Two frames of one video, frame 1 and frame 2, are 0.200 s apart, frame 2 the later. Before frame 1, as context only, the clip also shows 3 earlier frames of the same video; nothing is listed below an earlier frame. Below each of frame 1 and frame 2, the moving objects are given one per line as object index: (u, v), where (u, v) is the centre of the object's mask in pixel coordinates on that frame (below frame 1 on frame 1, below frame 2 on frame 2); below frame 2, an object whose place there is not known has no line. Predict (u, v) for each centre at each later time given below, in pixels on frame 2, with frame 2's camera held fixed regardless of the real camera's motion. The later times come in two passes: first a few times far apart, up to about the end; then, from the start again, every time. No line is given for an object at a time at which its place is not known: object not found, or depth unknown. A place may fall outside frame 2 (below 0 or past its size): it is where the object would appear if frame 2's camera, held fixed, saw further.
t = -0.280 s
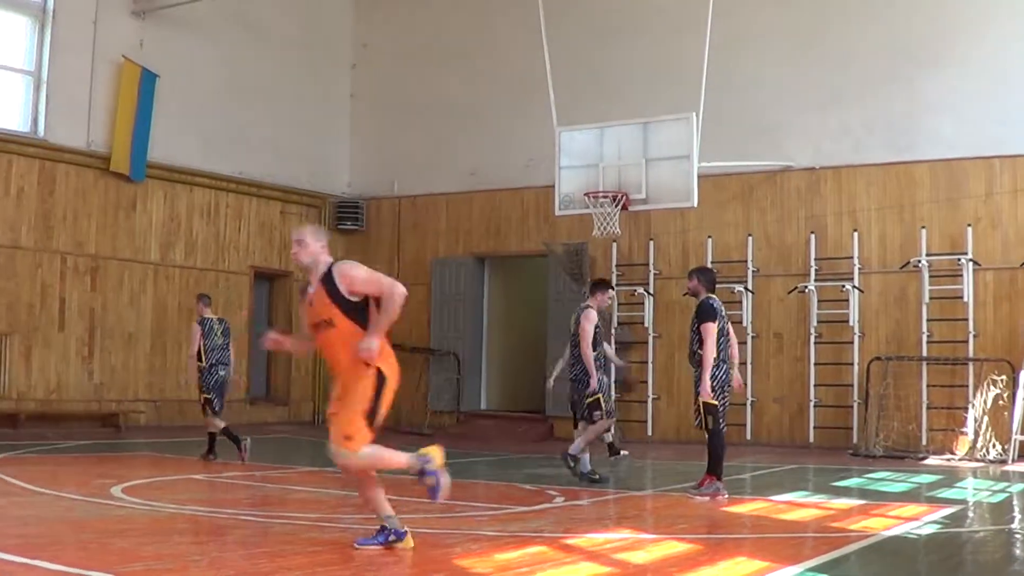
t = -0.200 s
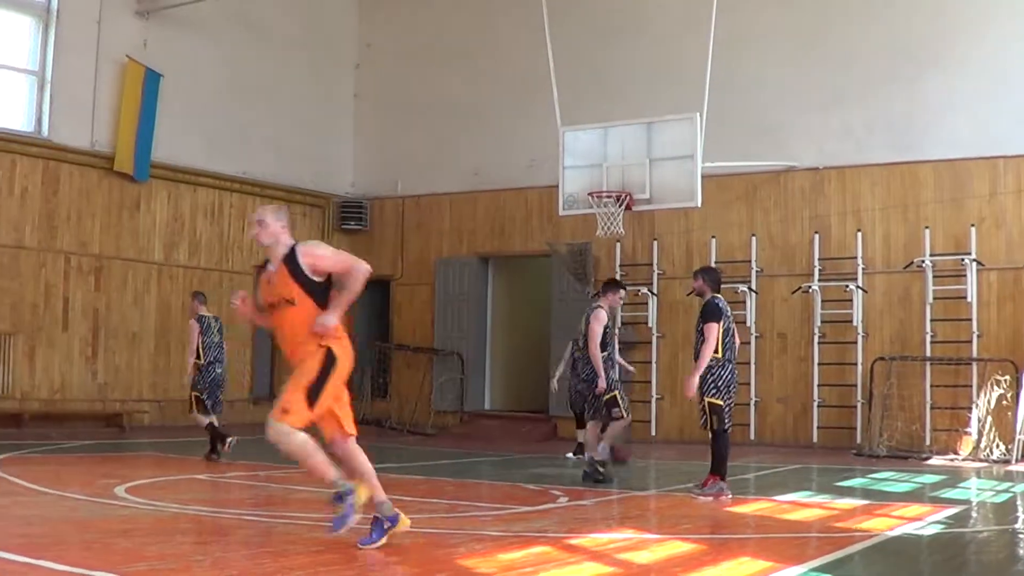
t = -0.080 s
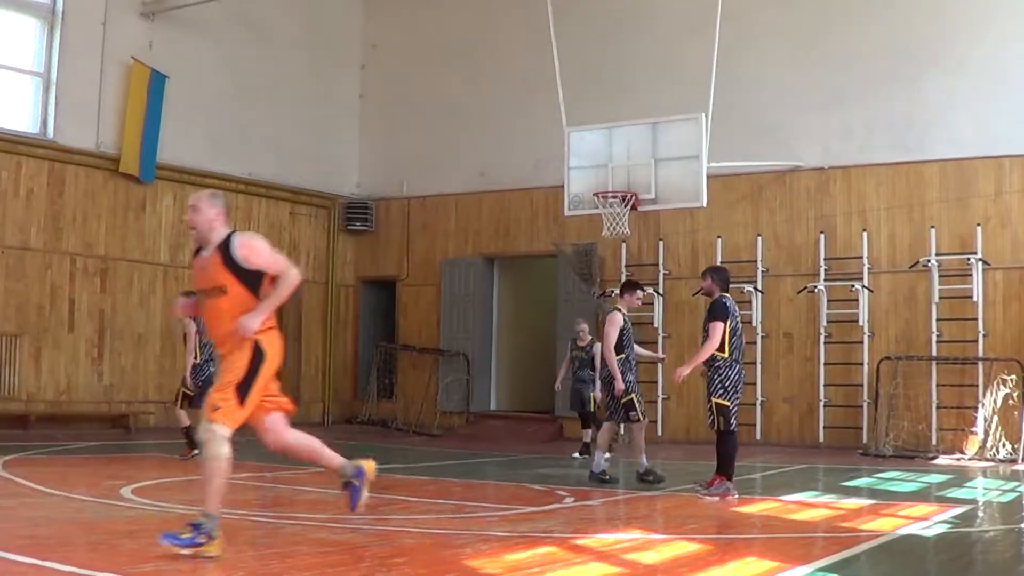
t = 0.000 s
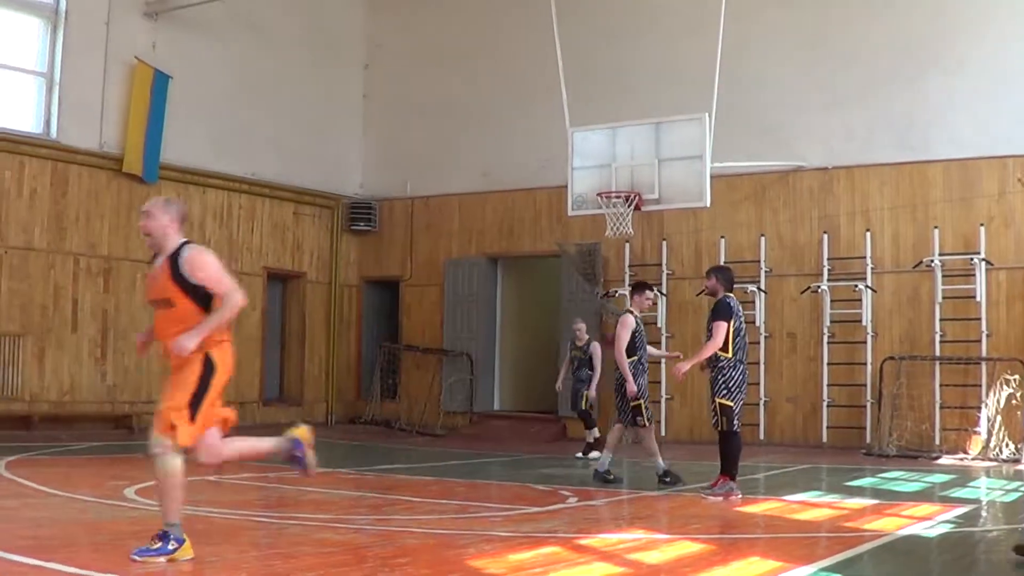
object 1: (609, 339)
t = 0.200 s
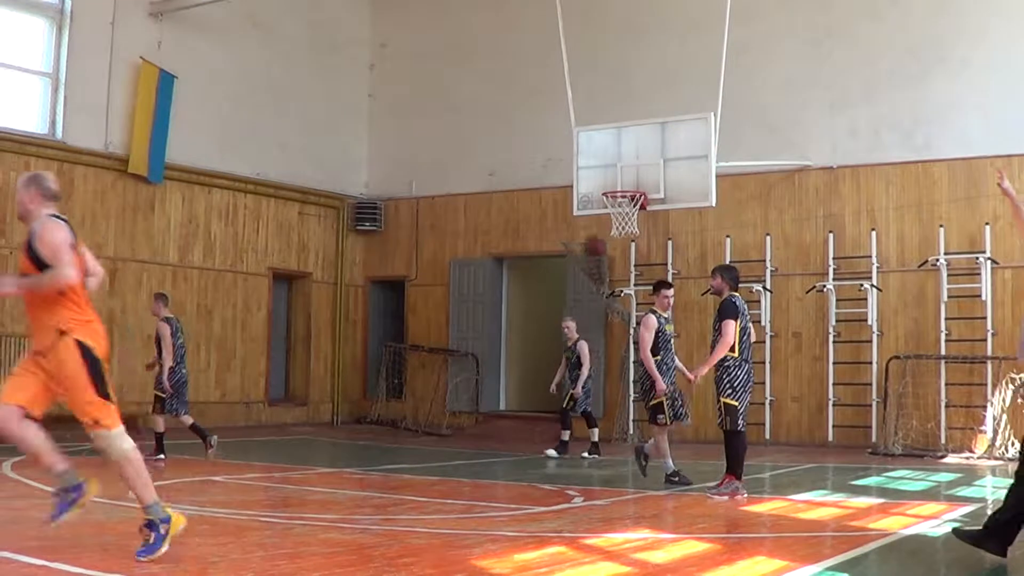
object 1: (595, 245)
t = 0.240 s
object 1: (589, 230)
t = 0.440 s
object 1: (567, 179)
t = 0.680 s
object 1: (539, 161)
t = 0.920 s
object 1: (509, 193)
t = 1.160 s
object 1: (477, 277)
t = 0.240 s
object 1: (589, 230)
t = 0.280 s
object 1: (586, 218)
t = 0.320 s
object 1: (581, 205)
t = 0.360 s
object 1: (576, 195)
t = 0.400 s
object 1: (572, 187)
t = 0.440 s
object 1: (567, 179)
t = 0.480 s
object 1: (562, 172)
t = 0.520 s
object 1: (558, 168)
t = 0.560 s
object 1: (553, 164)
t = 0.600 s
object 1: (548, 162)
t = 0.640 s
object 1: (544, 161)
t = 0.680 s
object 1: (539, 161)
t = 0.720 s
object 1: (534, 163)
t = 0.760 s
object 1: (529, 166)
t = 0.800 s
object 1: (524, 171)
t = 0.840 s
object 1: (519, 177)
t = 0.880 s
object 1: (514, 183)
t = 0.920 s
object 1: (509, 193)
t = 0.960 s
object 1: (504, 203)
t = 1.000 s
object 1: (498, 215)
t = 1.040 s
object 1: (492, 229)
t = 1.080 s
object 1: (488, 243)
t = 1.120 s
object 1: (481, 262)
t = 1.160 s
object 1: (477, 277)
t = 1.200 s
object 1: (472, 300)
